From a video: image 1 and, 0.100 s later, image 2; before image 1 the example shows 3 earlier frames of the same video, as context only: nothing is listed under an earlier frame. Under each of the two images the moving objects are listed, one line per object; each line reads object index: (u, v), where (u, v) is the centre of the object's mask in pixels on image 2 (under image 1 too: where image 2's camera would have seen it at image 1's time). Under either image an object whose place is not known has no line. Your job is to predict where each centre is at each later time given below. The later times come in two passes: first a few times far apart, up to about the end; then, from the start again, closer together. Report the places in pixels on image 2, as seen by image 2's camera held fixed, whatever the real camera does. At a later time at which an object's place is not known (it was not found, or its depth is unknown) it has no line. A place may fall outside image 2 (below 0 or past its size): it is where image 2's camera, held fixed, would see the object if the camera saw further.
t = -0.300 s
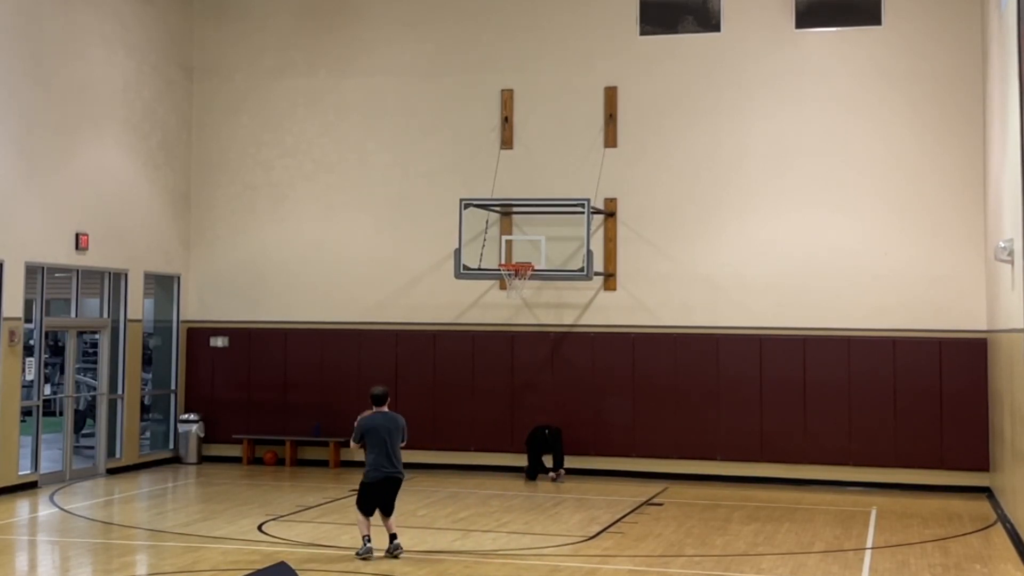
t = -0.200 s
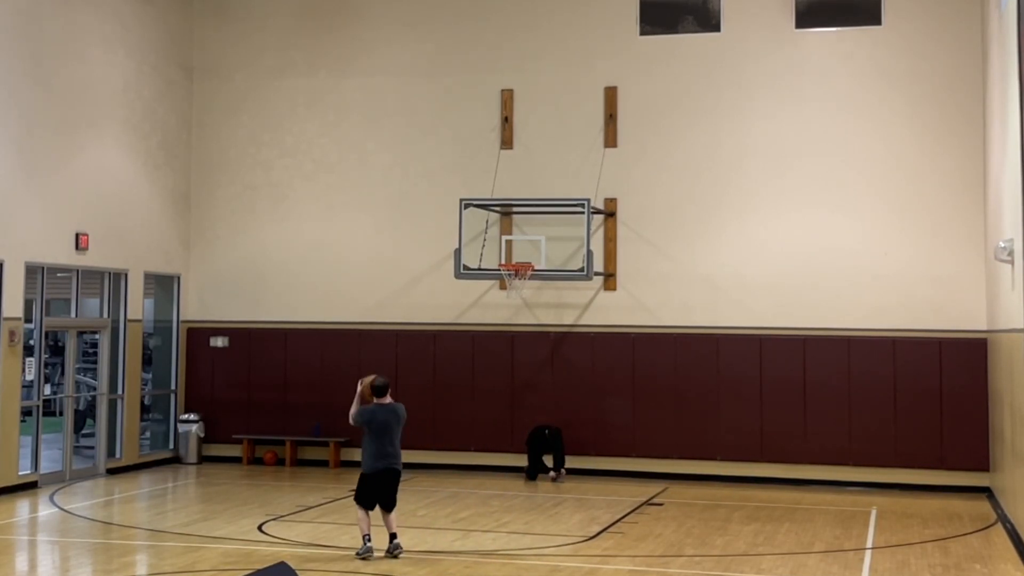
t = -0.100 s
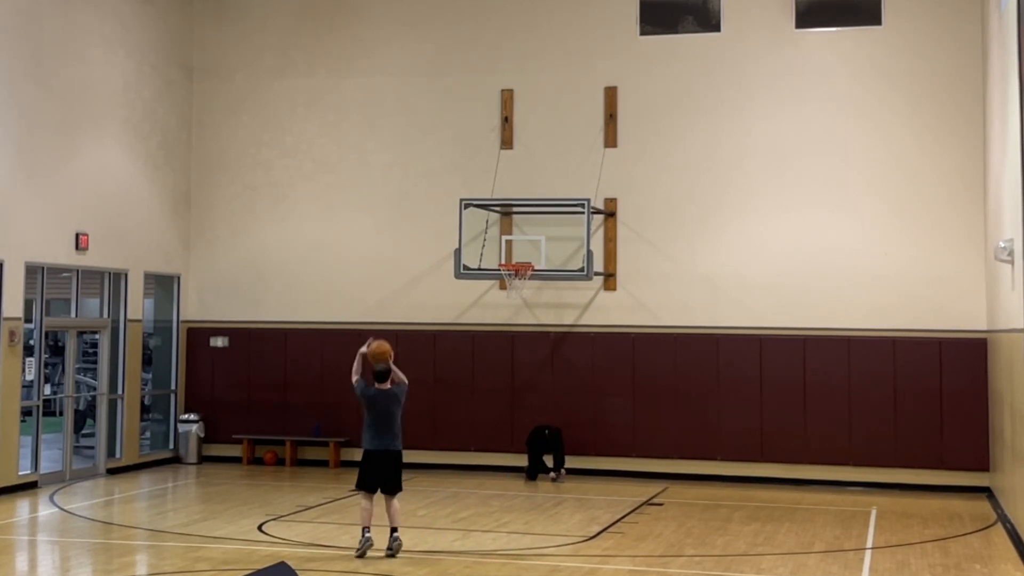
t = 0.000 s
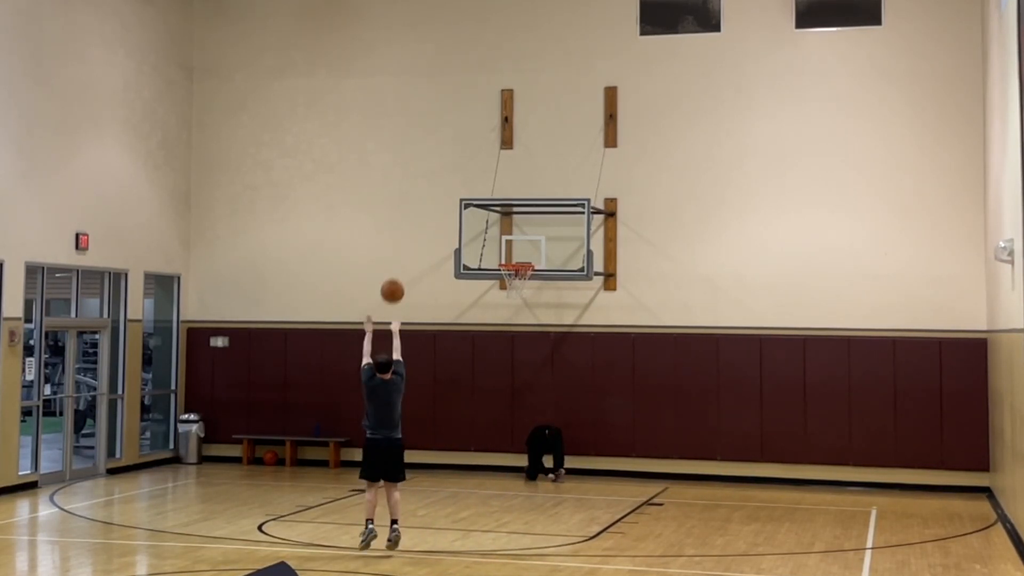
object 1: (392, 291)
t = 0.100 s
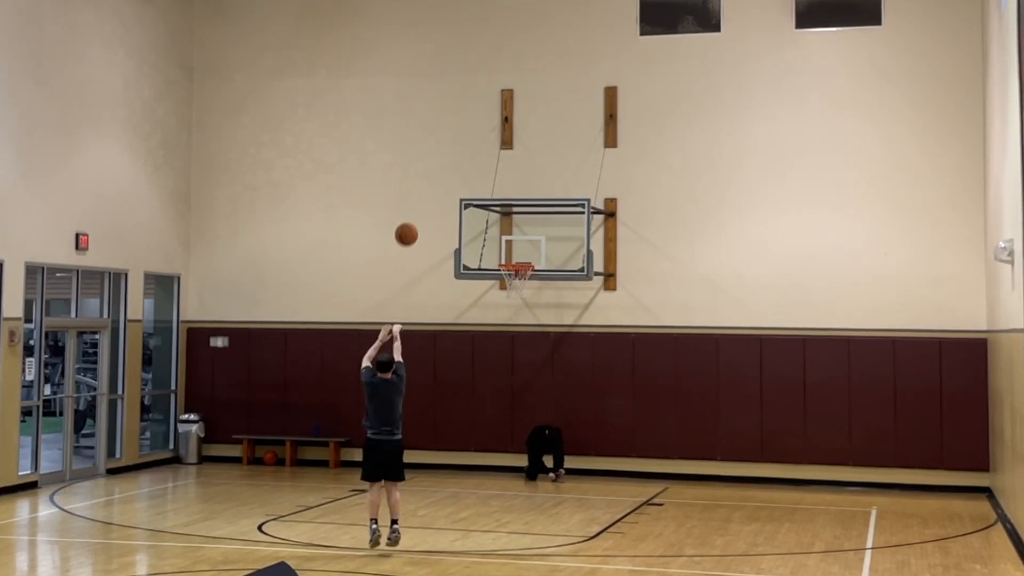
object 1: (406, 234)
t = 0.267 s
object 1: (428, 167)
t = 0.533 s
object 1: (458, 120)
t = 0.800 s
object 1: (483, 134)
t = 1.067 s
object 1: (505, 198)
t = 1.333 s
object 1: (513, 289)
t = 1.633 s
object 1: (502, 376)
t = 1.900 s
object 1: (491, 480)
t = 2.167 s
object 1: (483, 406)
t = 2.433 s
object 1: (474, 387)
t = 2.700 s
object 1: (465, 427)
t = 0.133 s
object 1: (411, 218)
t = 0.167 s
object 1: (415, 203)
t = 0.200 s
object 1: (420, 190)
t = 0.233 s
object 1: (424, 178)
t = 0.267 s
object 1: (428, 167)
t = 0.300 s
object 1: (432, 157)
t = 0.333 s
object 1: (436, 149)
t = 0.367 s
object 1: (440, 142)
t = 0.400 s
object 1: (443, 135)
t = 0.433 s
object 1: (447, 130)
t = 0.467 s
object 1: (451, 126)
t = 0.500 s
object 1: (454, 123)
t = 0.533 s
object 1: (458, 120)
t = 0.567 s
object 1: (461, 119)
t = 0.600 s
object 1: (465, 119)
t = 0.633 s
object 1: (468, 119)
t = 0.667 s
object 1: (471, 120)
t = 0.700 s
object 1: (474, 123)
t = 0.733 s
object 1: (478, 126)
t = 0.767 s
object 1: (480, 130)
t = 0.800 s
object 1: (483, 134)
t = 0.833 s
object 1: (486, 140)
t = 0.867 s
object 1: (489, 146)
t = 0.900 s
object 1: (492, 153)
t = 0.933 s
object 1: (495, 160)
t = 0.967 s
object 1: (498, 169)
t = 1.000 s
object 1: (500, 178)
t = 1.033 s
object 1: (503, 187)
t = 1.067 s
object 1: (505, 198)
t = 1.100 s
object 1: (508, 209)
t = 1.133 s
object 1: (510, 221)
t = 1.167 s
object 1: (512, 233)
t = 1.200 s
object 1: (514, 246)
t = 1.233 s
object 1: (517, 258)
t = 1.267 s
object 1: (515, 269)
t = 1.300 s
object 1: (517, 282)
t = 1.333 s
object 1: (513, 289)
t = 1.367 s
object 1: (512, 295)
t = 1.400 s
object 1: (511, 303)
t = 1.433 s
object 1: (510, 310)
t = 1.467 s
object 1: (508, 319)
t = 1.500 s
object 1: (507, 329)
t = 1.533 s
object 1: (505, 340)
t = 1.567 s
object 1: (504, 351)
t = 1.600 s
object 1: (503, 363)
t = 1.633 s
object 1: (502, 376)
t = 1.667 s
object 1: (500, 390)
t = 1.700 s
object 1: (499, 405)
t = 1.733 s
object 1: (497, 421)
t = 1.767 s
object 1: (496, 438)
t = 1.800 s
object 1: (495, 455)
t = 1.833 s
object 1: (493, 474)
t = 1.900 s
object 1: (491, 480)
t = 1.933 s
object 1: (490, 468)
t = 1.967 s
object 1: (489, 456)
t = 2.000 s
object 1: (488, 445)
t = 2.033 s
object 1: (487, 436)
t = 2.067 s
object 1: (485, 427)
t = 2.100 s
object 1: (484, 419)
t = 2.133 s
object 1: (484, 412)
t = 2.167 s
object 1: (483, 406)
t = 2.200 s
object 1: (482, 401)
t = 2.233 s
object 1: (481, 396)
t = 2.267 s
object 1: (480, 393)
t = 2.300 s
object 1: (478, 390)
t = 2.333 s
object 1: (477, 388)
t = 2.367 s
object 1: (477, 387)
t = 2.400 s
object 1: (475, 387)
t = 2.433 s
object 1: (474, 387)
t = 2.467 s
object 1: (473, 389)
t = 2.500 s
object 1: (472, 392)
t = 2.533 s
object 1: (471, 395)
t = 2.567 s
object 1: (470, 400)
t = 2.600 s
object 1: (469, 405)
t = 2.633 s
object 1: (468, 411)
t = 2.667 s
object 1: (467, 418)
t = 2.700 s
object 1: (465, 427)
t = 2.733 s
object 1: (464, 436)
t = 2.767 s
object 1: (463, 445)
